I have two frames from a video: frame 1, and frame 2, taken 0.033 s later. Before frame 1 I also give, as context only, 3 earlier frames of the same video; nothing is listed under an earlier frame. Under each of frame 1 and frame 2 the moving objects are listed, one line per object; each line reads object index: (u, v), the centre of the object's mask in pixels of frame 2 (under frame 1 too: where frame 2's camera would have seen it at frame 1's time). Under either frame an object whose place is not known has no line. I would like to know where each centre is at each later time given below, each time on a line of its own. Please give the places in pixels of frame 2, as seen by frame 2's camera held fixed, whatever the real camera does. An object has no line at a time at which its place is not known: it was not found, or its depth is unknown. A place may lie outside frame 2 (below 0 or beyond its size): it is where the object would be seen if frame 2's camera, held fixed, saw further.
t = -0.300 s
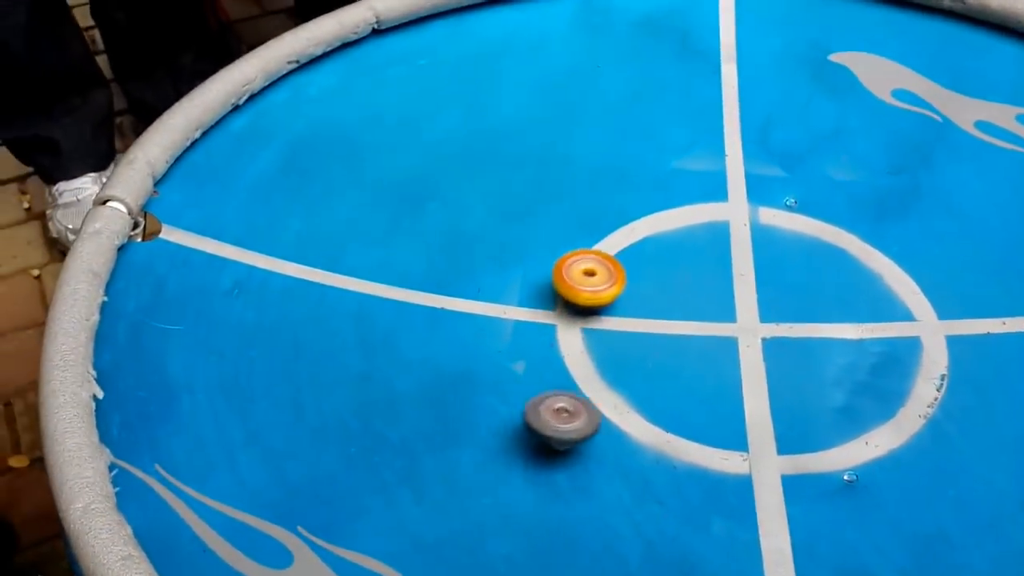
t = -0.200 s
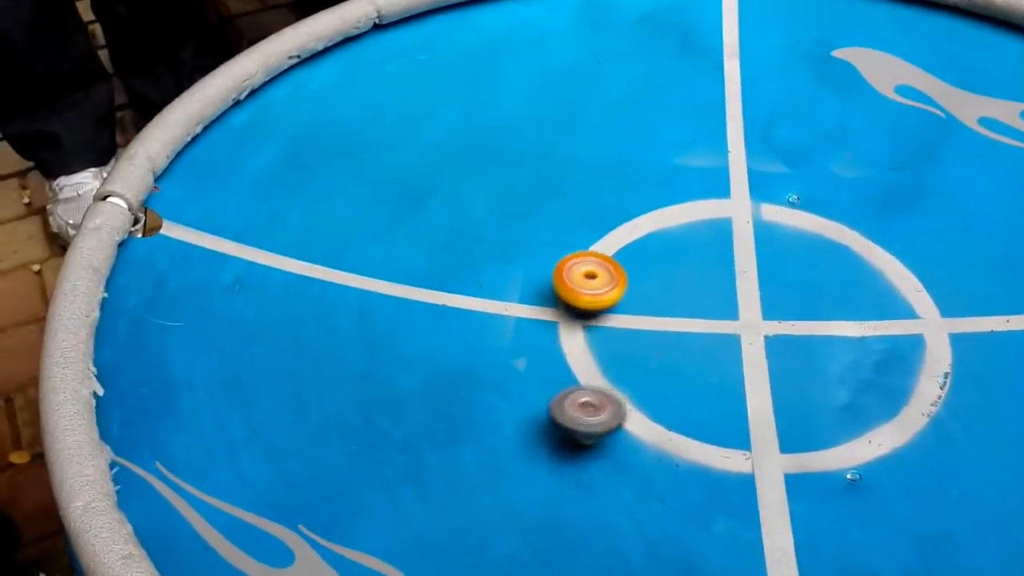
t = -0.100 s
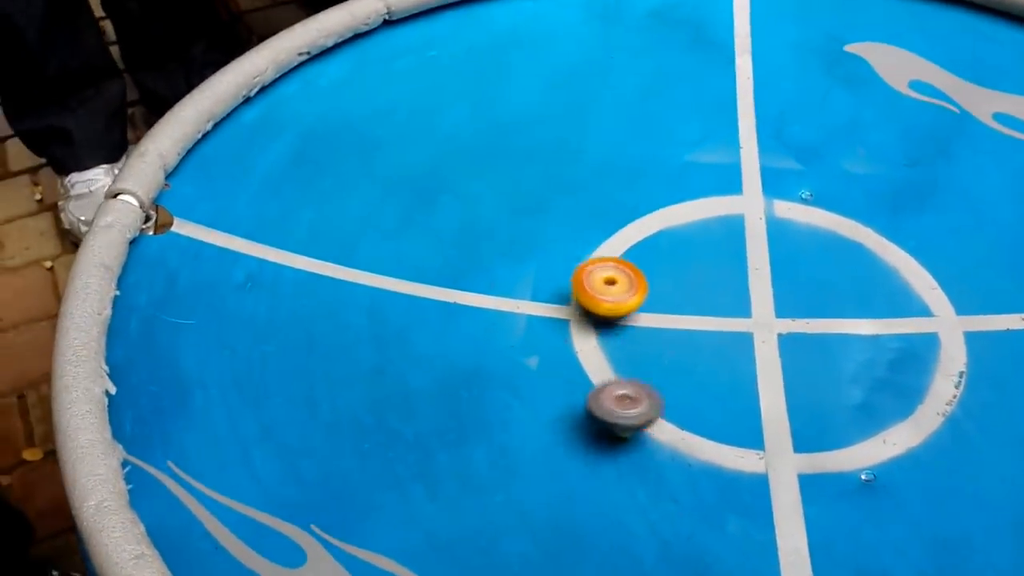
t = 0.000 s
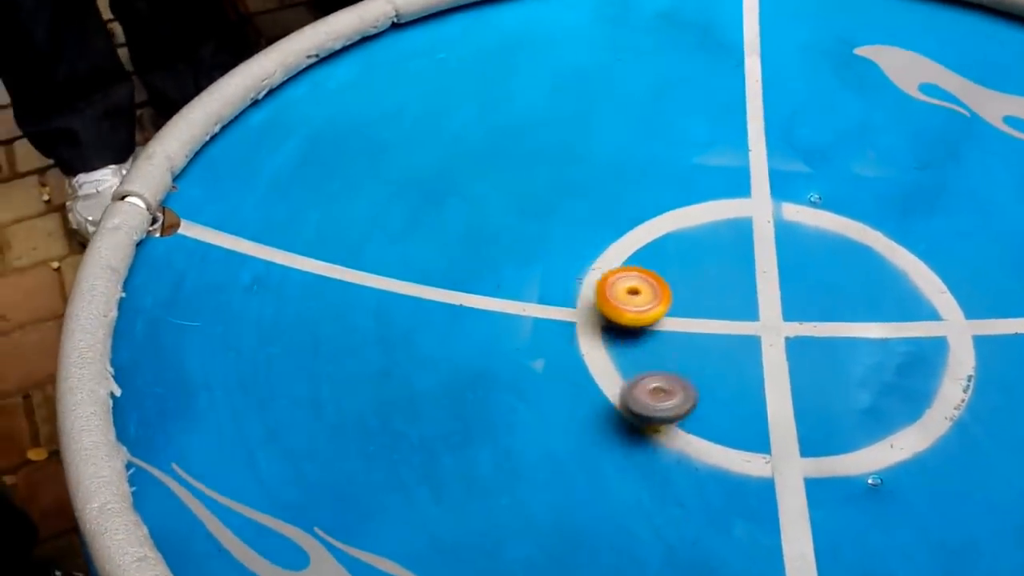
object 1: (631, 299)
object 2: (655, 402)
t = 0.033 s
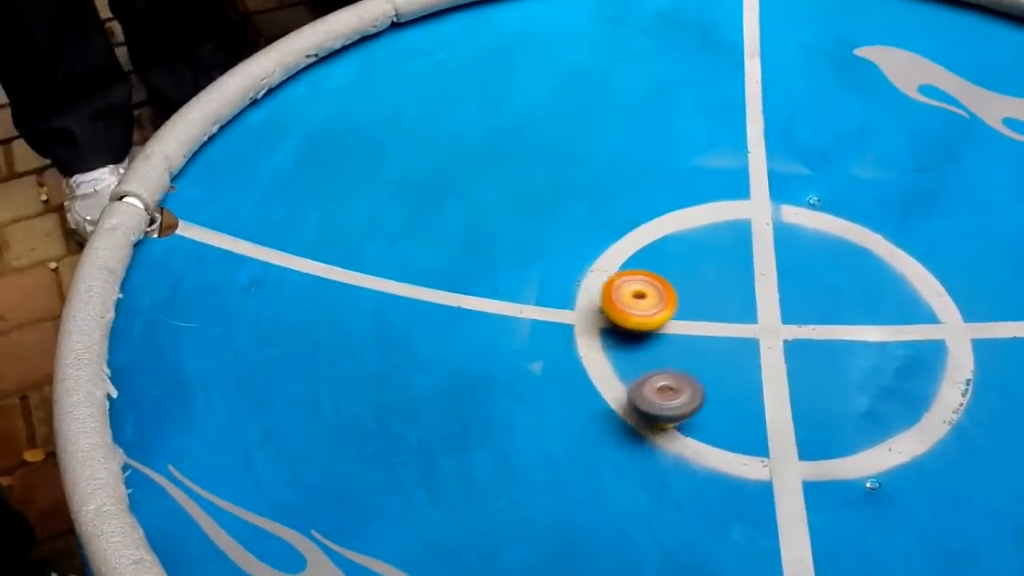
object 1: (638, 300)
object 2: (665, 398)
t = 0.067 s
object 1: (645, 301)
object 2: (675, 393)
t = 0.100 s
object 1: (653, 302)
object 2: (682, 389)
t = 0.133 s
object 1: (663, 303)
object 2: (692, 382)
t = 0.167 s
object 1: (672, 302)
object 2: (701, 376)
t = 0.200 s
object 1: (680, 302)
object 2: (709, 369)
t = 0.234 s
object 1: (689, 300)
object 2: (717, 361)
